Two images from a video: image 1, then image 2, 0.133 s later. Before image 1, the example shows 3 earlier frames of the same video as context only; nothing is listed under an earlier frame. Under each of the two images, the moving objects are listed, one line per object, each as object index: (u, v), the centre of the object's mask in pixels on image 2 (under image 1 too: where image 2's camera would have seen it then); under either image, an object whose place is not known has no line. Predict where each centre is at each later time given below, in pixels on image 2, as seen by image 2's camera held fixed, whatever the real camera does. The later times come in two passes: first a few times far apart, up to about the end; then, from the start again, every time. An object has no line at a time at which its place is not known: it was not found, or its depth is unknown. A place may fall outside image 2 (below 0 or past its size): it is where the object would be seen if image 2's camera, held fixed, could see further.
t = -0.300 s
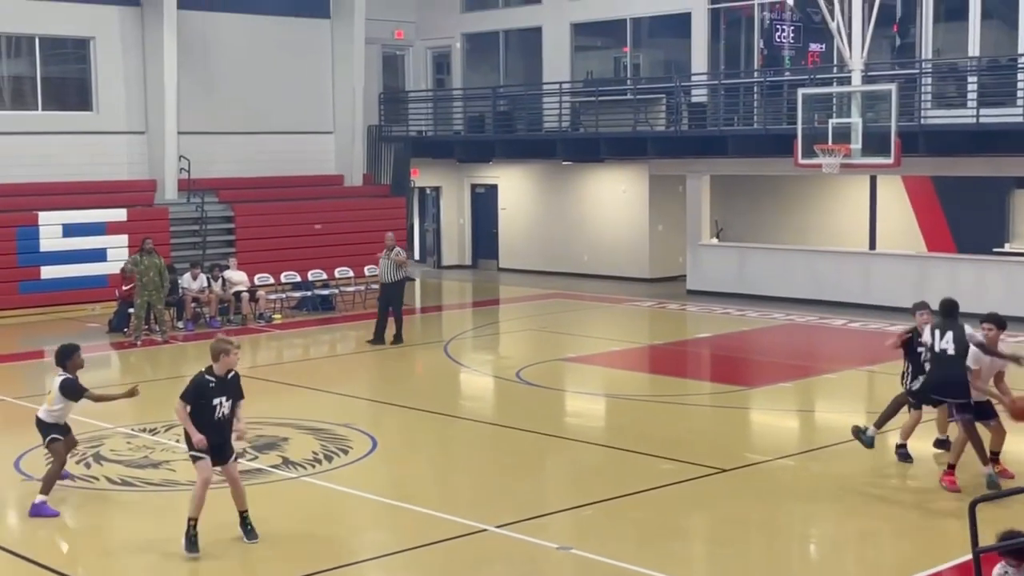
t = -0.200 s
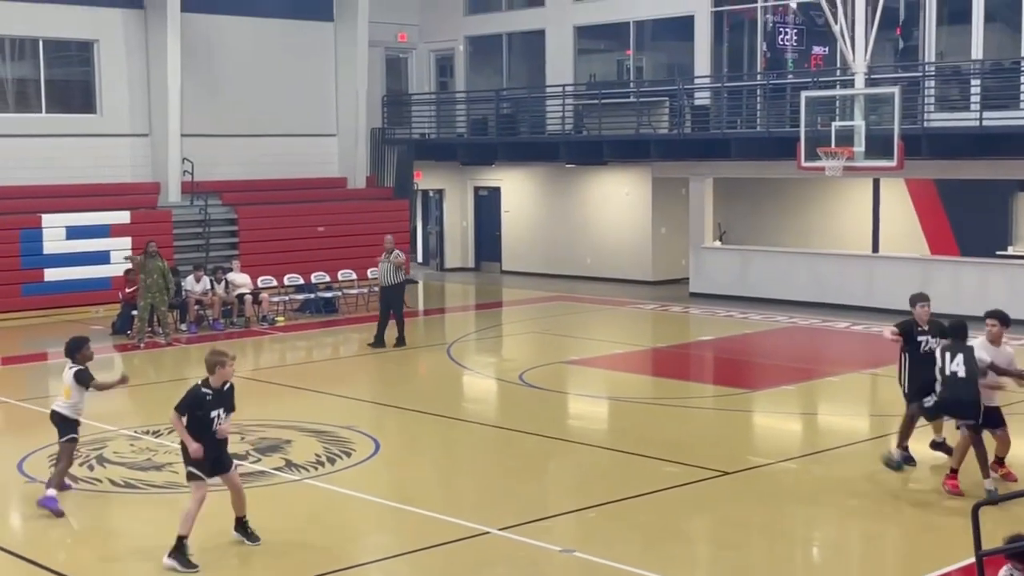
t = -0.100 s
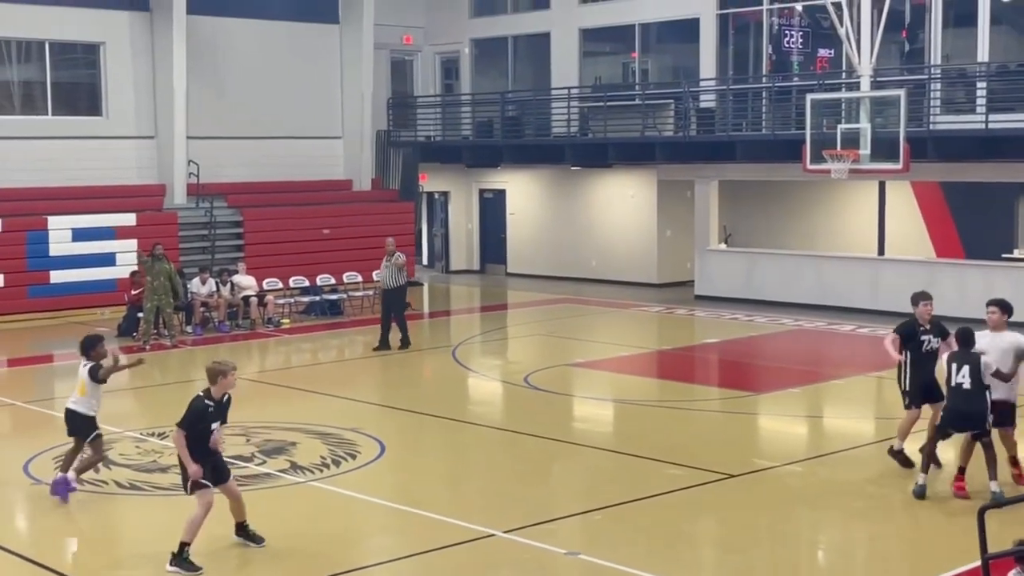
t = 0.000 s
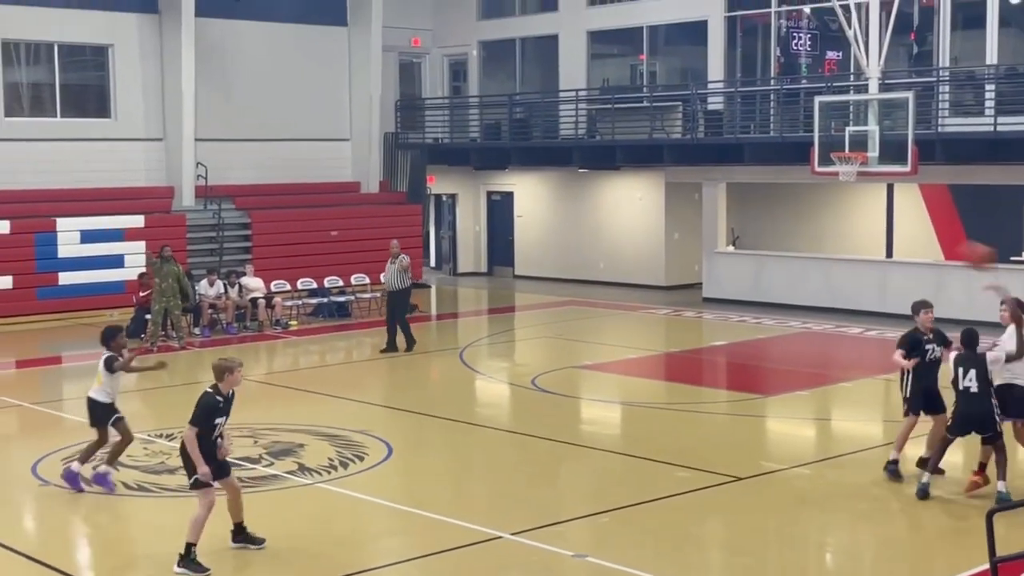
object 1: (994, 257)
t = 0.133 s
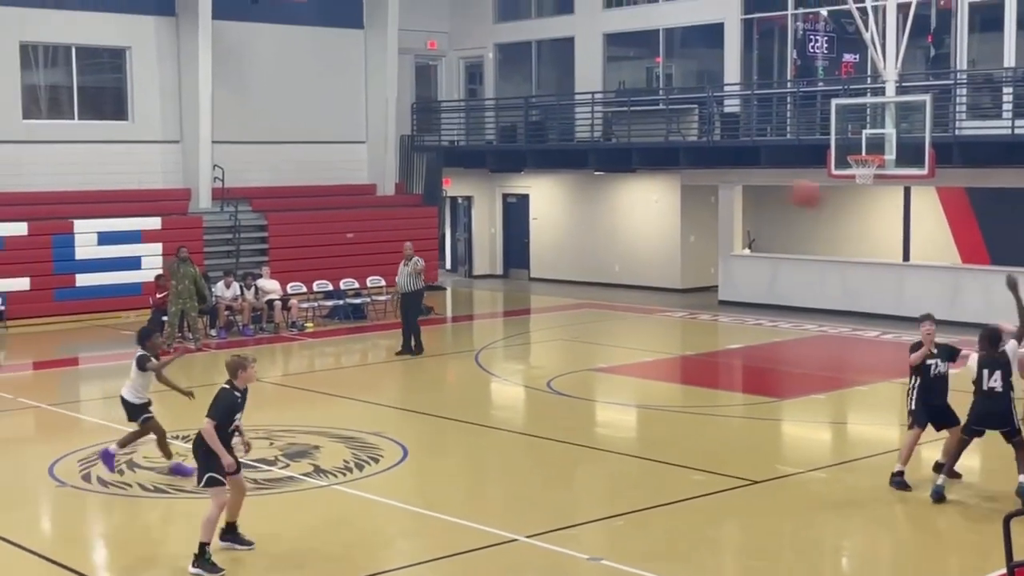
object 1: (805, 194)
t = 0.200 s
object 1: (710, 166)
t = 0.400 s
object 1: (432, 113)
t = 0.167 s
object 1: (757, 179)
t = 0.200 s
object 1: (710, 166)
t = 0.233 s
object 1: (663, 155)
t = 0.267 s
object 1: (617, 146)
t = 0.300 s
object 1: (567, 135)
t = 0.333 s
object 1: (523, 127)
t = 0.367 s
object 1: (477, 119)
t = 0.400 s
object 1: (432, 113)
